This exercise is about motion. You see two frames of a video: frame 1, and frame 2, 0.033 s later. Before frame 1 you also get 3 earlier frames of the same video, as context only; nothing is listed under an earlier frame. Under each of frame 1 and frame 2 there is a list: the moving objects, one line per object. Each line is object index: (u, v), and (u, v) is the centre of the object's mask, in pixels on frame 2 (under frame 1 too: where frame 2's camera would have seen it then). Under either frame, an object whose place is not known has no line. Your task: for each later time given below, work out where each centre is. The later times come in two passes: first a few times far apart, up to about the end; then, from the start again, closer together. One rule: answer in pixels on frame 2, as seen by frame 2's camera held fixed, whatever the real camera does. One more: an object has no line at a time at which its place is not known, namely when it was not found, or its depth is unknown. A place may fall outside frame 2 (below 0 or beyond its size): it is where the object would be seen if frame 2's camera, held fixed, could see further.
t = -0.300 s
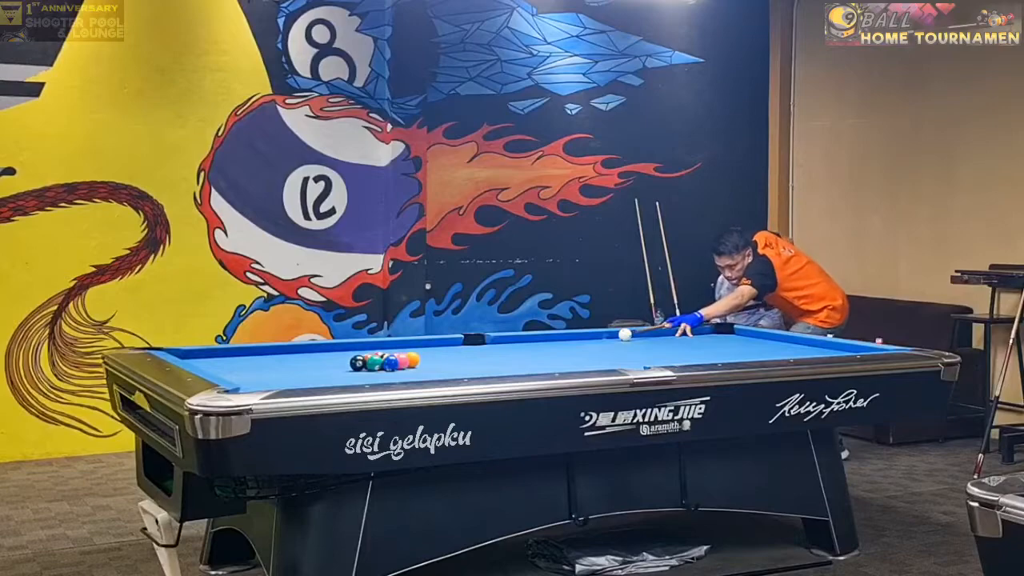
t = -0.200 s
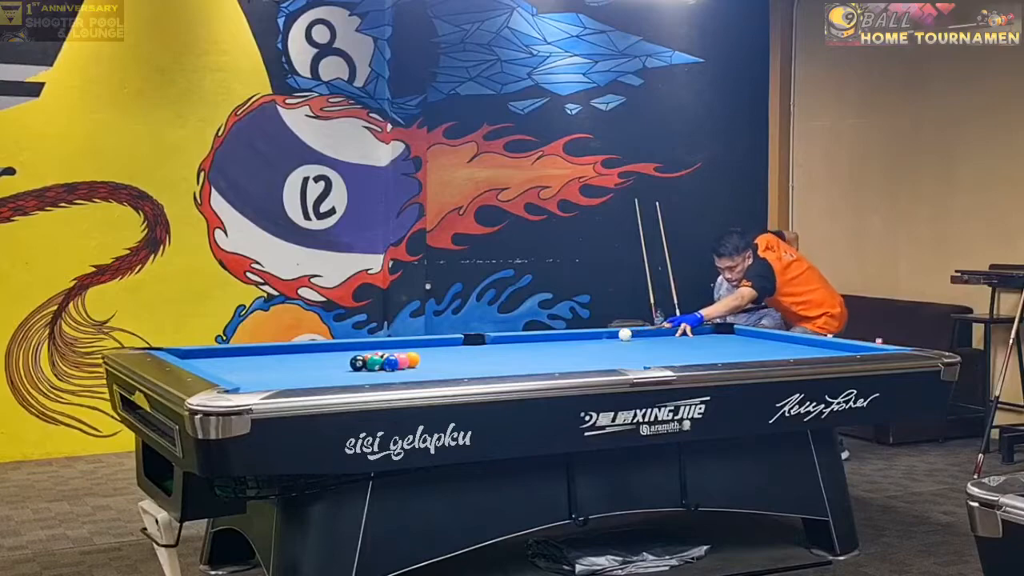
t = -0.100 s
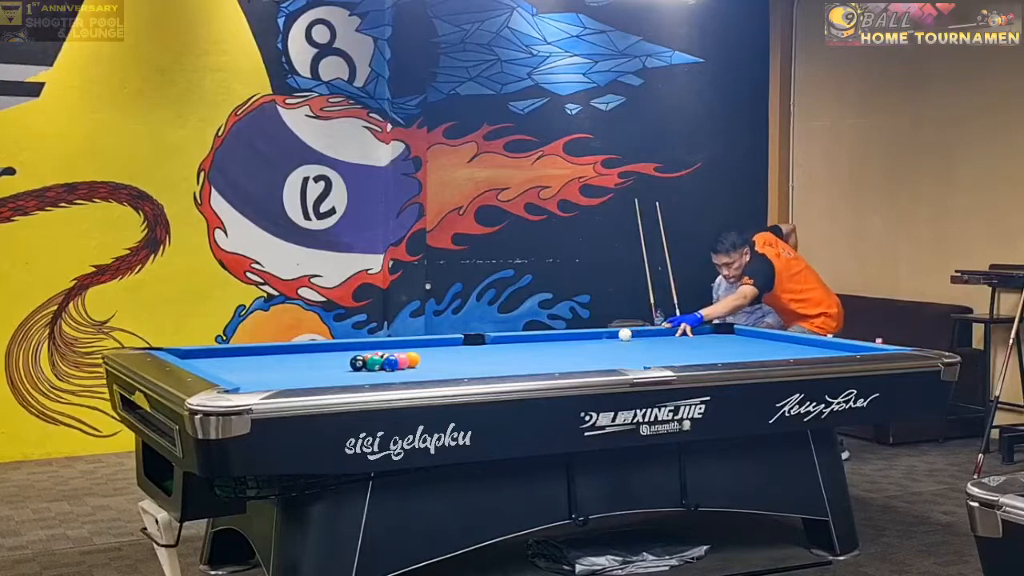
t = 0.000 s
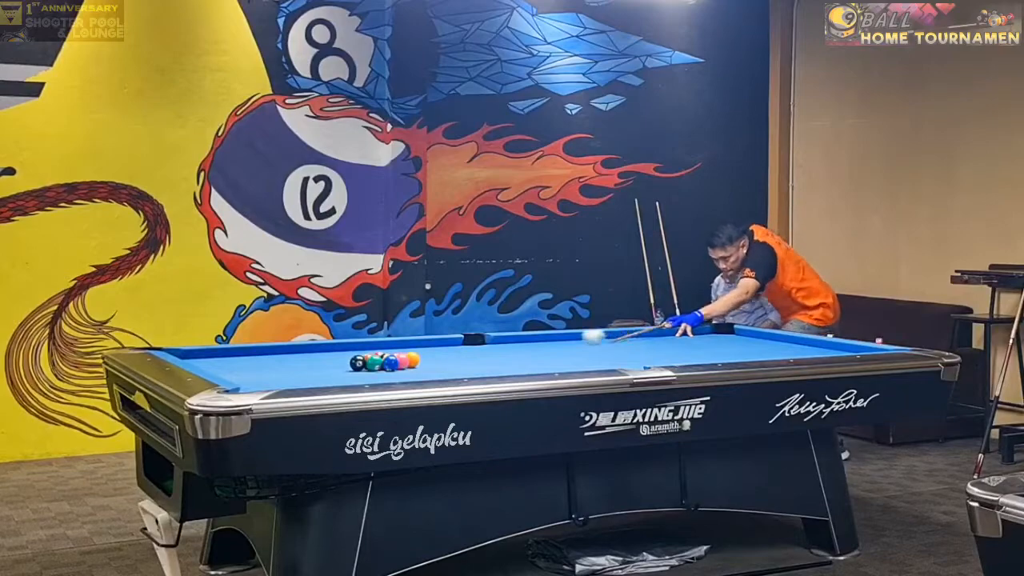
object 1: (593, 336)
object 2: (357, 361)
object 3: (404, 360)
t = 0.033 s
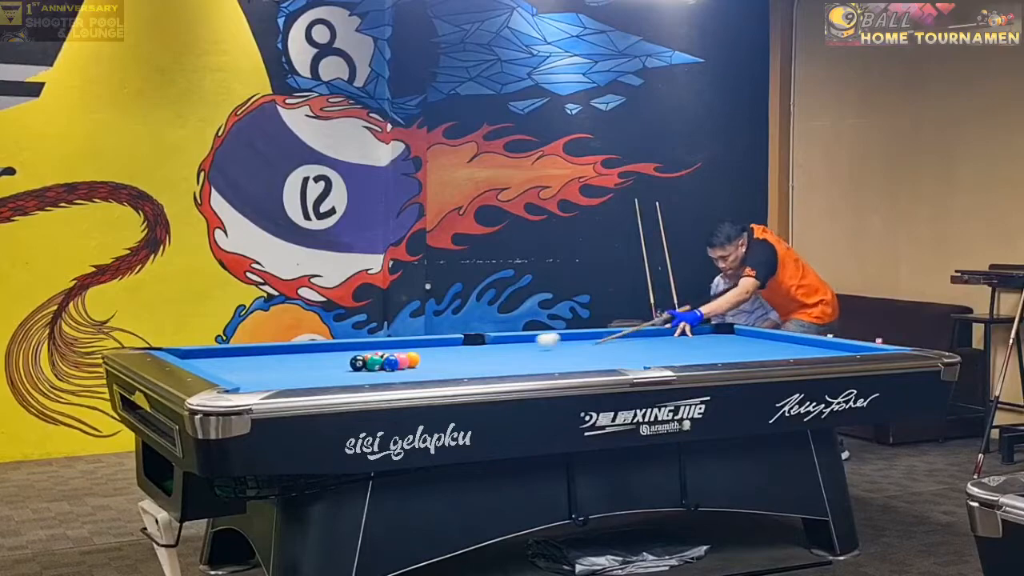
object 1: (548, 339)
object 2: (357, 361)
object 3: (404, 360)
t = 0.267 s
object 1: (404, 336)
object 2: (231, 364)
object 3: (442, 366)
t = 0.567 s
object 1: (376, 348)
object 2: (209, 354)
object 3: (515, 370)
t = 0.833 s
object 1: (356, 347)
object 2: (198, 352)
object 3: (531, 366)
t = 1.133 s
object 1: (365, 345)
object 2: (185, 354)
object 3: (544, 363)
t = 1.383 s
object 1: (422, 343)
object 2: (184, 356)
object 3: (554, 357)
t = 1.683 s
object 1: (484, 341)
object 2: (197, 359)
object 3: (565, 352)
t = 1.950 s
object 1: (536, 341)
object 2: (208, 359)
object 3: (573, 348)
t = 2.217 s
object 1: (587, 338)
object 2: (219, 360)
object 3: (581, 343)
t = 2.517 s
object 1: (636, 338)
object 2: (230, 362)
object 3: (588, 339)
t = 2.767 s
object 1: (676, 337)
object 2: (237, 363)
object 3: (593, 337)
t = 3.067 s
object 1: (721, 336)
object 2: (245, 364)
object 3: (601, 334)
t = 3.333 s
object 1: (761, 332)
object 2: (250, 365)
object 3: (614, 334)
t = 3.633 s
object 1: (758, 336)
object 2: (255, 366)
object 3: (628, 335)
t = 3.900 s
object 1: (743, 337)
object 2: (259, 366)
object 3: (639, 336)
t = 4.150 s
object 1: (730, 338)
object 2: (260, 366)
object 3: (647, 336)
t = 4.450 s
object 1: (715, 339)
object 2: (261, 366)
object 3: (656, 337)
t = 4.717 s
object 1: (703, 340)
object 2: (261, 366)
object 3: (662, 337)
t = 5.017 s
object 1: (690, 341)
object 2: (261, 366)
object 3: (669, 337)
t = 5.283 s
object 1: (680, 342)
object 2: (261, 366)
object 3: (671, 337)
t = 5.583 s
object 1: (669, 343)
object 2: (261, 366)
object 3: (677, 337)
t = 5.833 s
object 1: (661, 343)
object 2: (261, 366)
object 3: (677, 338)
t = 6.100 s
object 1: (654, 344)
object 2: (261, 366)
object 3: (677, 338)
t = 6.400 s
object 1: (648, 345)
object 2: (261, 366)
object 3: (677, 338)
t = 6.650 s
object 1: (644, 345)
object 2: (261, 366)
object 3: (676, 338)
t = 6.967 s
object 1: (640, 345)
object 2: (261, 366)
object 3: (676, 338)
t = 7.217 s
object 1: (637, 345)
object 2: (261, 366)
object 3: (677, 338)
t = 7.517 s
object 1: (635, 346)
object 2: (261, 366)
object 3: (676, 338)
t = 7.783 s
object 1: (635, 346)
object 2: (261, 366)
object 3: (676, 338)
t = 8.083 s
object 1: (635, 345)
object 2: (261, 366)
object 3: (676, 338)
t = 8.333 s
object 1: (635, 345)
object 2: (261, 366)
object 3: (676, 338)
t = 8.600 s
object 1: (635, 345)
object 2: (261, 366)
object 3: (676, 338)
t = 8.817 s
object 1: (634, 345)
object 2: (261, 366)
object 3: (676, 338)
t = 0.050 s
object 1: (524, 342)
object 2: (357, 361)
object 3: (404, 360)
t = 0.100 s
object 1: (444, 354)
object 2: (357, 361)
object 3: (404, 360)
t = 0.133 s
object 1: (418, 346)
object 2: (340, 361)
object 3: (406, 361)
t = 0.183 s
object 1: (413, 339)
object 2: (298, 362)
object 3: (420, 364)
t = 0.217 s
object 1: (409, 336)
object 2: (270, 362)
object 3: (429, 365)
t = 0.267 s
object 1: (404, 336)
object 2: (231, 364)
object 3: (442, 366)
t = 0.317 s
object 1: (398, 342)
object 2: (195, 361)
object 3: (454, 368)
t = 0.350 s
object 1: (395, 348)
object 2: (200, 362)
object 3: (462, 368)
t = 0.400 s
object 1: (390, 346)
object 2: (216, 362)
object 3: (474, 369)
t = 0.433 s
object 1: (388, 345)
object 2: (226, 360)
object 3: (482, 369)
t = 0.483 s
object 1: (384, 347)
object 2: (219, 358)
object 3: (494, 370)
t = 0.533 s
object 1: (379, 347)
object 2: (214, 355)
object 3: (506, 370)
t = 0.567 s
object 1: (376, 348)
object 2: (209, 354)
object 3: (515, 370)
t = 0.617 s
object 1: (373, 349)
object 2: (206, 353)
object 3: (519, 370)
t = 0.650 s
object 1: (370, 349)
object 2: (206, 353)
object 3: (520, 370)
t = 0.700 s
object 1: (366, 348)
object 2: (204, 352)
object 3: (524, 369)
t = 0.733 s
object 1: (363, 348)
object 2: (206, 351)
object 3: (526, 368)
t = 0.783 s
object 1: (360, 347)
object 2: (204, 352)
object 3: (528, 367)
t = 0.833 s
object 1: (356, 347)
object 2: (198, 352)
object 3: (531, 366)
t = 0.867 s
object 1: (353, 346)
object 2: (196, 352)
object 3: (532, 366)
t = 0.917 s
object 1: (350, 346)
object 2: (194, 353)
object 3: (534, 366)
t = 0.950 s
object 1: (347, 345)
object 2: (192, 353)
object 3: (536, 365)
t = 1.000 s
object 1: (346, 345)
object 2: (190, 354)
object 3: (539, 365)
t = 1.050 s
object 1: (346, 345)
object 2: (187, 354)
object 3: (541, 364)
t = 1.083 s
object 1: (350, 345)
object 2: (186, 354)
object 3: (542, 363)
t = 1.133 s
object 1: (365, 345)
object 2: (185, 354)
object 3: (544, 363)
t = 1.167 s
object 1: (374, 345)
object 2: (182, 354)
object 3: (545, 362)
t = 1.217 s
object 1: (386, 344)
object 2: (180, 354)
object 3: (547, 361)
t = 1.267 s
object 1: (397, 344)
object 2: (178, 354)
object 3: (549, 360)
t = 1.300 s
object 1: (404, 344)
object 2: (180, 354)
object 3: (551, 359)
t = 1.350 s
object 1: (415, 343)
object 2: (183, 355)
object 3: (553, 358)
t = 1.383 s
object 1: (422, 343)
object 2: (184, 356)
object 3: (554, 357)
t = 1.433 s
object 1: (433, 343)
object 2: (186, 356)
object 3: (556, 356)
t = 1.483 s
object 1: (443, 343)
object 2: (188, 357)
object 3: (558, 355)
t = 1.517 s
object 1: (450, 342)
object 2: (190, 357)
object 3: (559, 355)
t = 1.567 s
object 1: (460, 342)
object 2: (192, 358)
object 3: (560, 354)
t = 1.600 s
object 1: (467, 342)
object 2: (193, 358)
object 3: (561, 353)
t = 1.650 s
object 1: (477, 342)
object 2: (196, 358)
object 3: (563, 353)
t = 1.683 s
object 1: (484, 341)
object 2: (197, 359)
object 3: (565, 352)
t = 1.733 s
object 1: (494, 341)
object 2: (199, 359)
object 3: (566, 351)
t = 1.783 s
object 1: (504, 341)
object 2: (201, 359)
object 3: (568, 350)
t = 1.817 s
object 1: (511, 341)
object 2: (202, 359)
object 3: (569, 350)
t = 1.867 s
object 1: (520, 341)
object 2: (204, 360)
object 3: (571, 349)
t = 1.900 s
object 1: (527, 341)
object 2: (206, 359)
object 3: (571, 348)
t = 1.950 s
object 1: (536, 341)
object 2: (208, 359)
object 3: (573, 348)
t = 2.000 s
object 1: (545, 340)
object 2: (210, 359)
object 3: (574, 347)
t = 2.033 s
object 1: (552, 340)
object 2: (211, 359)
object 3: (575, 346)
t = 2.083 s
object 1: (561, 340)
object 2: (213, 360)
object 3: (577, 345)
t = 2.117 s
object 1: (567, 339)
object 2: (214, 360)
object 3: (578, 345)
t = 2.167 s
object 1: (575, 338)
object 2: (216, 360)
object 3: (580, 345)
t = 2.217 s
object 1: (587, 338)
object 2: (219, 360)
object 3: (581, 343)
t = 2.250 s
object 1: (592, 338)
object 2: (220, 360)
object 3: (581, 343)
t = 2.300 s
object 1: (600, 339)
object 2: (222, 360)
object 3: (583, 342)
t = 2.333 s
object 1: (605, 339)
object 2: (224, 360)
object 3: (584, 341)
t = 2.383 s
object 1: (614, 338)
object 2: (226, 361)
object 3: (585, 341)
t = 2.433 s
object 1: (622, 338)
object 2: (227, 361)
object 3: (586, 340)
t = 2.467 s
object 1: (628, 338)
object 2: (228, 361)
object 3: (587, 340)
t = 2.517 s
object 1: (636, 338)
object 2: (230, 362)
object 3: (588, 339)
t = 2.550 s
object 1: (641, 338)
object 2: (231, 362)
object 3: (589, 339)
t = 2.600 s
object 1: (650, 338)
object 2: (232, 363)
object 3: (590, 338)
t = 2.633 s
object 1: (655, 338)
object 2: (233, 363)
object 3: (590, 338)
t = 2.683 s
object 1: (663, 337)
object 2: (235, 363)
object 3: (592, 338)
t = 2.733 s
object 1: (671, 337)
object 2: (236, 363)
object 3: (593, 337)
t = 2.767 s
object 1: (676, 337)
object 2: (237, 363)
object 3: (593, 337)
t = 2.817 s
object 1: (684, 337)
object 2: (238, 364)
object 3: (594, 336)
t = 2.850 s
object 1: (689, 337)
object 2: (239, 364)
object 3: (595, 336)
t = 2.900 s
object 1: (697, 337)
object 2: (240, 364)
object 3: (596, 335)
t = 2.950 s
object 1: (704, 336)
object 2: (242, 364)
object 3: (597, 334)
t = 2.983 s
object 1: (709, 337)
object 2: (243, 364)
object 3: (598, 334)
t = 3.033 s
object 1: (716, 336)
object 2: (244, 364)
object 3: (600, 334)
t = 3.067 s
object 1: (721, 336)
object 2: (245, 364)
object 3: (601, 334)
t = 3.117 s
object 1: (728, 336)
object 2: (246, 365)
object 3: (604, 334)
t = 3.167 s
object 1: (735, 336)
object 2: (247, 365)
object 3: (606, 334)
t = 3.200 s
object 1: (740, 336)
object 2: (248, 365)
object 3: (609, 334)
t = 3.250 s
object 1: (747, 335)
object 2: (249, 365)
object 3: (611, 334)
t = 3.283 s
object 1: (750, 335)
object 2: (249, 365)
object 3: (612, 334)
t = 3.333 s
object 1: (761, 332)
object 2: (250, 365)
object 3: (614, 334)
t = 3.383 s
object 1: (766, 335)
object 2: (251, 365)
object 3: (617, 334)
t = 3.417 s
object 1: (769, 335)
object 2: (252, 365)
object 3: (618, 335)
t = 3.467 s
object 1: (767, 335)
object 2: (253, 365)
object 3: (621, 335)
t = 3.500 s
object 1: (765, 335)
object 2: (253, 365)
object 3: (622, 335)
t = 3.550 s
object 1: (762, 335)
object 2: (254, 365)
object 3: (624, 335)
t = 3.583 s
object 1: (761, 335)
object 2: (255, 365)
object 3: (626, 335)
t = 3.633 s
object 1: (758, 336)
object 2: (255, 366)
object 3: (628, 335)
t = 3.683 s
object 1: (755, 336)
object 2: (256, 365)
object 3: (630, 335)
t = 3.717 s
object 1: (753, 336)
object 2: (256, 366)
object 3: (631, 335)
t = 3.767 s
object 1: (750, 336)
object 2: (257, 366)
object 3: (633, 335)
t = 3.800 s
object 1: (748, 336)
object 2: (257, 366)
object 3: (634, 336)
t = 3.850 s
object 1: (746, 337)
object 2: (258, 366)
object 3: (636, 336)
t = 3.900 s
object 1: (743, 337)
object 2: (259, 366)
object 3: (639, 336)
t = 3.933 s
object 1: (741, 337)
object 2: (259, 366)
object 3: (640, 336)
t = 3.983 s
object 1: (739, 337)
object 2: (259, 366)
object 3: (641, 336)
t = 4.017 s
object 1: (737, 337)
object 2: (259, 366)
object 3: (642, 336)
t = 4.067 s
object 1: (735, 338)
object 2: (260, 366)
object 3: (644, 336)
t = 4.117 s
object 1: (732, 338)
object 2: (260, 366)
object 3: (646, 336)
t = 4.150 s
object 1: (730, 338)
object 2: (260, 366)
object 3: (647, 336)
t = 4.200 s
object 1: (728, 338)
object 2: (260, 366)
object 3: (649, 336)
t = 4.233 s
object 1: (726, 338)
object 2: (260, 366)
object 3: (650, 336)
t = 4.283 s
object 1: (723, 338)
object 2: (260, 366)
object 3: (651, 336)
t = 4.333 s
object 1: (721, 339)
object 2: (261, 366)
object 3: (653, 337)
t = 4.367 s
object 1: (719, 339)
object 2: (261, 366)
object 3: (654, 337)
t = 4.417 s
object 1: (717, 339)
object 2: (261, 366)
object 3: (654, 337)
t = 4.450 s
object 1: (715, 339)
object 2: (261, 366)
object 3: (656, 337)
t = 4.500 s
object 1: (712, 339)
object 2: (261, 366)
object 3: (657, 337)
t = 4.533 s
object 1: (711, 340)
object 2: (261, 366)
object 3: (658, 337)
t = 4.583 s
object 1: (709, 340)
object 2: (261, 366)
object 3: (659, 337)
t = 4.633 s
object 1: (707, 340)
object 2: (261, 366)
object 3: (661, 337)
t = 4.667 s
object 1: (705, 340)
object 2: (261, 366)
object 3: (661, 337)
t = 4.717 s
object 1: (703, 340)
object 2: (261, 366)
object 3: (662, 337)
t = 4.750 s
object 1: (701, 340)
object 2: (261, 366)
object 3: (662, 337)
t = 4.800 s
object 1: (699, 340)
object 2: (261, 366)
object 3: (664, 337)
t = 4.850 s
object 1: (697, 340)
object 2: (261, 366)
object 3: (665, 337)
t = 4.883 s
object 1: (695, 340)
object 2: (261, 366)
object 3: (666, 337)
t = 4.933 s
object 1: (693, 341)
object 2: (261, 366)
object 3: (666, 338)
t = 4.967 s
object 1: (692, 341)
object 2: (261, 366)
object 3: (667, 338)
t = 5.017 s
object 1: (690, 341)
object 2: (261, 366)
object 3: (669, 337)
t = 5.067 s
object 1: (688, 341)
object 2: (261, 366)
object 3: (669, 337)
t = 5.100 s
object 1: (686, 341)
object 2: (261, 366)
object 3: (669, 338)
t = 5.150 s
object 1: (684, 341)
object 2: (261, 366)
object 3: (671, 338)
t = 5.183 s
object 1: (683, 341)
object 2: (261, 366)
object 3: (671, 338)
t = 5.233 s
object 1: (681, 341)
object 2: (261, 366)
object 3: (671, 337)
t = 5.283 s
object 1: (680, 342)
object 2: (261, 366)
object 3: (671, 337)
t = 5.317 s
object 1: (678, 342)
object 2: (261, 366)
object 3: (670, 336)
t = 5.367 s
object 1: (676, 342)
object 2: (261, 366)
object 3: (671, 335)
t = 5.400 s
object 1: (675, 342)
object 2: (261, 366)
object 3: (672, 335)
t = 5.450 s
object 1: (674, 341)
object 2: (261, 366)
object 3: (672, 334)
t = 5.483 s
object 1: (673, 342)
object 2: (261, 366)
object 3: (673, 335)
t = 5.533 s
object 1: (671, 342)
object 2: (261, 366)
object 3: (675, 335)
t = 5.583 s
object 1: (669, 343)
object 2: (261, 366)
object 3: (677, 337)
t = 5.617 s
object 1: (668, 343)
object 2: (261, 366)
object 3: (677, 337)
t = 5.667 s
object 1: (666, 343)
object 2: (261, 366)
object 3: (677, 338)
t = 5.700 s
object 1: (665, 343)
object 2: (261, 366)
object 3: (677, 338)
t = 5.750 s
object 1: (664, 343)
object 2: (261, 366)
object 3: (677, 338)
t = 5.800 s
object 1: (663, 343)
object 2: (261, 366)
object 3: (677, 338)
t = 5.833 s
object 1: (661, 343)
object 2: (261, 366)
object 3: (677, 338)
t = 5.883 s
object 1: (660, 344)
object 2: (261, 366)
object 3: (677, 338)
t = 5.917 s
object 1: (659, 344)
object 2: (261, 366)
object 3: (677, 338)
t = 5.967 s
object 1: (658, 344)
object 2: (261, 366)
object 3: (677, 338)
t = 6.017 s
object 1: (656, 344)
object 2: (261, 366)
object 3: (677, 338)
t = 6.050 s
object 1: (656, 344)
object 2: (261, 366)
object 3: (677, 338)
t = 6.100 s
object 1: (654, 344)
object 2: (261, 366)
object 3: (677, 338)
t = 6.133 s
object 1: (654, 344)
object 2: (261, 366)
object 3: (677, 338)
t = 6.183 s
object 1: (653, 344)
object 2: (261, 366)
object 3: (677, 338)
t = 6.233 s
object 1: (651, 344)
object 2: (261, 366)
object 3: (677, 338)
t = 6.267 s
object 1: (651, 344)
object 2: (261, 366)
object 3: (677, 338)
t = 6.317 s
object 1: (650, 344)
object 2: (261, 366)
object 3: (676, 338)
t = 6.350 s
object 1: (649, 344)
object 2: (261, 366)
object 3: (676, 338)
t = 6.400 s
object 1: (648, 345)
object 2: (261, 366)
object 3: (677, 338)
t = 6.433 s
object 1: (647, 344)
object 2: (261, 366)
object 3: (677, 338)
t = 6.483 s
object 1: (646, 345)
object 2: (261, 366)
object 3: (676, 338)
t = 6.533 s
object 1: (645, 345)
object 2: (261, 366)
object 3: (677, 338)
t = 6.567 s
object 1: (645, 345)
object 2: (261, 366)
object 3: (676, 338)
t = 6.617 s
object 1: (645, 345)
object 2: (261, 366)
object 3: (676, 338)
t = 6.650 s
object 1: (644, 345)
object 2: (261, 366)
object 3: (676, 338)
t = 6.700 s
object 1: (642, 345)
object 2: (261, 366)
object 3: (676, 338)
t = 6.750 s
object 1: (642, 345)
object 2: (261, 366)
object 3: (676, 338)
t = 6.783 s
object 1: (641, 345)
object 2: (261, 366)
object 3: (676, 338)
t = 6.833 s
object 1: (641, 345)
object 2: (261, 366)
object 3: (676, 338)
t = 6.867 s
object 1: (640, 345)
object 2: (261, 366)
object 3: (677, 338)
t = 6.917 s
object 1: (640, 345)
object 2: (261, 366)
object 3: (676, 338)
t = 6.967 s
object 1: (640, 345)
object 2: (261, 366)
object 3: (676, 338)
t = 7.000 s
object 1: (639, 345)
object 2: (261, 366)
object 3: (676, 338)
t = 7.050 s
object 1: (638, 345)
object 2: (261, 366)
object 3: (676, 338)
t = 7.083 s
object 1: (638, 345)
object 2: (261, 366)
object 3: (676, 338)
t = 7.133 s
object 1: (638, 345)
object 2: (261, 366)
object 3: (676, 338)
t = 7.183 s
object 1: (637, 345)
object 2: (261, 366)
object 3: (676, 338)
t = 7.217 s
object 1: (637, 345)
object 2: (261, 366)
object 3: (677, 338)
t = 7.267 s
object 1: (637, 345)
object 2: (261, 366)
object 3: (676, 338)
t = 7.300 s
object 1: (637, 345)
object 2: (261, 366)
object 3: (676, 338)
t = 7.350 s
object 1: (636, 345)
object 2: (261, 366)
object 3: (676, 338)
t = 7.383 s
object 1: (636, 345)
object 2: (261, 366)
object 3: (676, 338)
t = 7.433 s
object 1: (636, 345)
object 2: (261, 366)
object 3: (677, 338)
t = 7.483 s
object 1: (635, 345)
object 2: (261, 366)
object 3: (677, 338)
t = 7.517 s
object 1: (635, 346)
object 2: (261, 366)
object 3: (676, 338)
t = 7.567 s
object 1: (635, 346)
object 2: (261, 366)
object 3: (677, 338)
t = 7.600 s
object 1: (635, 346)
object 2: (261, 366)
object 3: (677, 338)
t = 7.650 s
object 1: (635, 345)
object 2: (261, 366)
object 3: (676, 338)
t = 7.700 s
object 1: (635, 346)
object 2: (261, 366)
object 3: (677, 338)
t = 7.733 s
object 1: (635, 346)
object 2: (261, 366)
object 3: (677, 338)
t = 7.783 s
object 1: (635, 346)
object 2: (261, 366)
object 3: (676, 338)
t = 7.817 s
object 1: (635, 346)
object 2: (261, 366)
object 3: (677, 338)
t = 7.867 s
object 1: (634, 345)
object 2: (261, 366)
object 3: (676, 338)
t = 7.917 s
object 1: (635, 346)
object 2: (261, 366)
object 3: (676, 338)
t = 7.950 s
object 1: (635, 346)
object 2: (261, 366)
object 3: (676, 338)
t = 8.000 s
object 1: (634, 345)
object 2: (261, 366)
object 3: (677, 338)
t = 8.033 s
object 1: (634, 345)
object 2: (261, 366)
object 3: (677, 338)
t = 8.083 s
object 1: (635, 345)
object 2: (261, 366)
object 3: (676, 338)
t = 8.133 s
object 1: (635, 346)
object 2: (261, 366)
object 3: (677, 338)
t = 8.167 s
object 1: (635, 345)
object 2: (261, 366)
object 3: (677, 338)
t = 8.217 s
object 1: (635, 345)
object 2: (261, 366)
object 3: (676, 338)
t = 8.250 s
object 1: (635, 345)
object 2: (261, 366)
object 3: (676, 338)
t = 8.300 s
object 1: (634, 345)
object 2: (261, 366)
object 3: (677, 338)
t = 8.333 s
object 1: (635, 345)
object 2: (261, 366)
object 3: (676, 338)
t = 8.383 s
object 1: (635, 345)
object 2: (261, 366)
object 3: (676, 338)
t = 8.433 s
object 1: (635, 345)
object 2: (261, 366)
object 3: (677, 338)
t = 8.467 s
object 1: (635, 345)
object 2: (261, 366)
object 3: (676, 338)
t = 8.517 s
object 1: (635, 345)
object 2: (261, 366)
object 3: (676, 338)
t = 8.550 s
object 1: (635, 345)
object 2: (261, 366)
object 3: (676, 338)
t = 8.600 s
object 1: (635, 345)
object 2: (261, 366)
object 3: (676, 338)
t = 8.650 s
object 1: (635, 345)
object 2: (261, 366)
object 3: (676, 338)
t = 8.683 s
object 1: (635, 345)
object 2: (261, 366)
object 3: (676, 338)
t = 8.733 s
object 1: (634, 345)
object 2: (261, 366)
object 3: (677, 338)
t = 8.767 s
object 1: (635, 345)
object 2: (261, 366)
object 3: (676, 338)
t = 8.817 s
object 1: (634, 345)
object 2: (261, 366)
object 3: (676, 338)
